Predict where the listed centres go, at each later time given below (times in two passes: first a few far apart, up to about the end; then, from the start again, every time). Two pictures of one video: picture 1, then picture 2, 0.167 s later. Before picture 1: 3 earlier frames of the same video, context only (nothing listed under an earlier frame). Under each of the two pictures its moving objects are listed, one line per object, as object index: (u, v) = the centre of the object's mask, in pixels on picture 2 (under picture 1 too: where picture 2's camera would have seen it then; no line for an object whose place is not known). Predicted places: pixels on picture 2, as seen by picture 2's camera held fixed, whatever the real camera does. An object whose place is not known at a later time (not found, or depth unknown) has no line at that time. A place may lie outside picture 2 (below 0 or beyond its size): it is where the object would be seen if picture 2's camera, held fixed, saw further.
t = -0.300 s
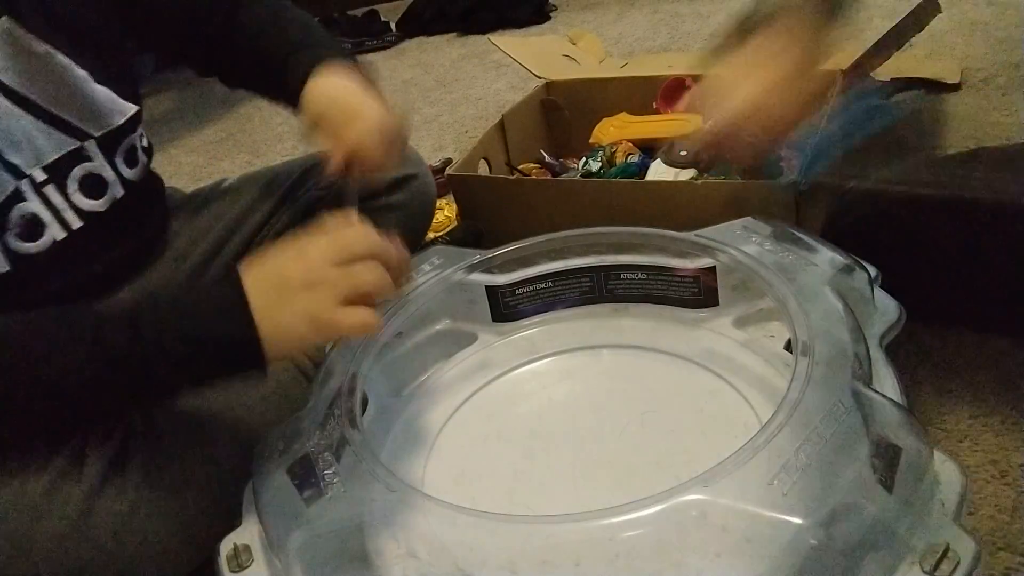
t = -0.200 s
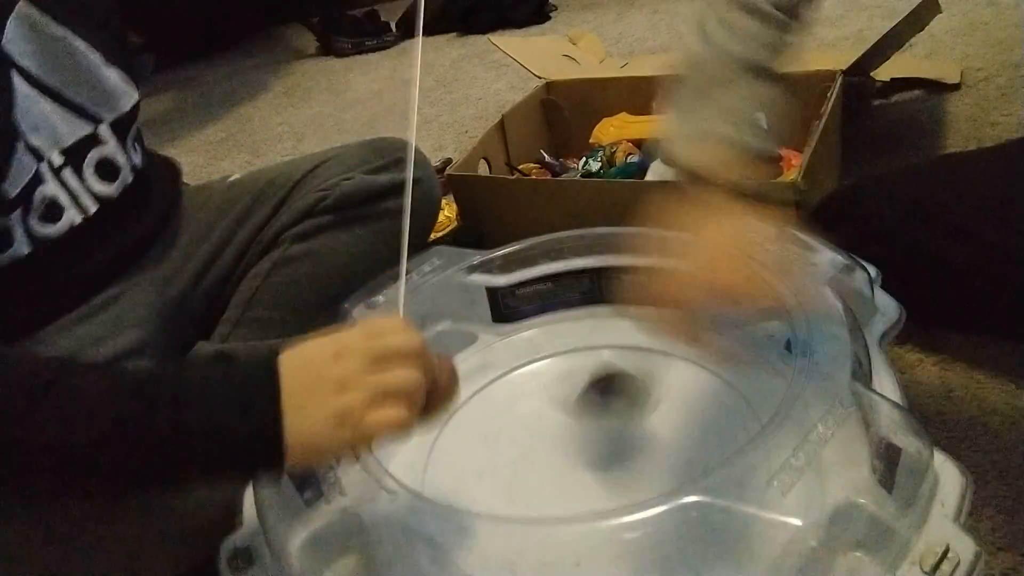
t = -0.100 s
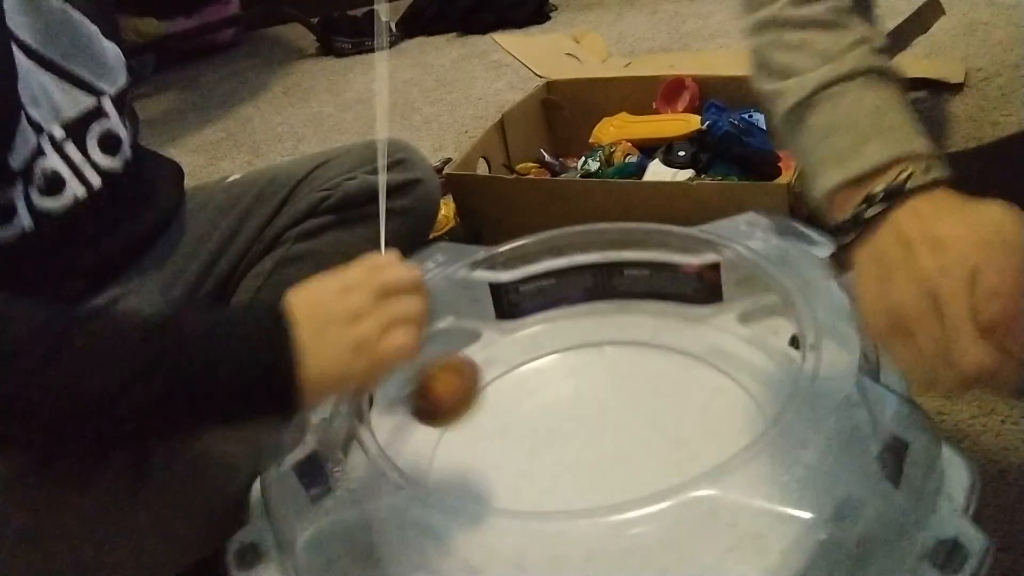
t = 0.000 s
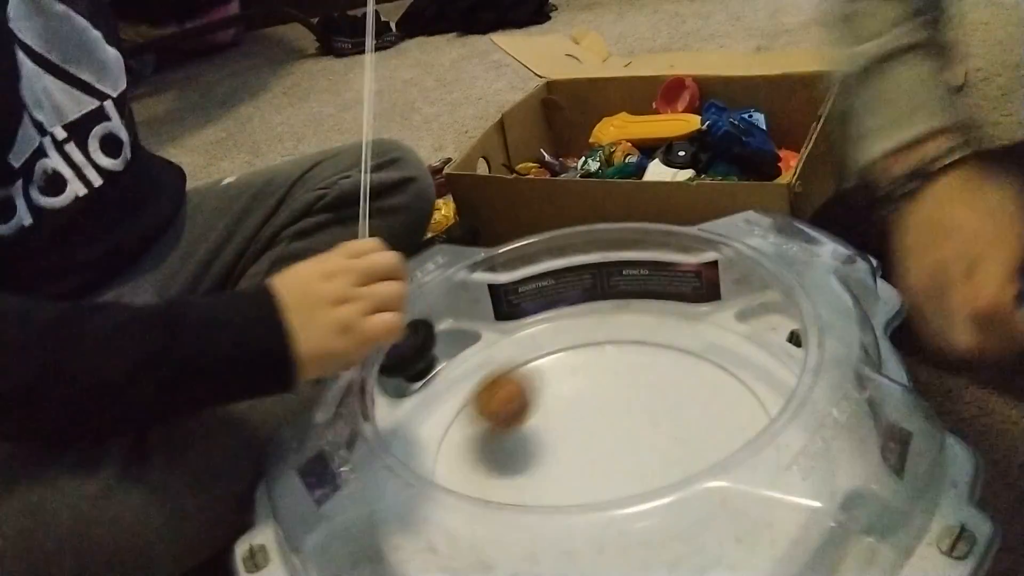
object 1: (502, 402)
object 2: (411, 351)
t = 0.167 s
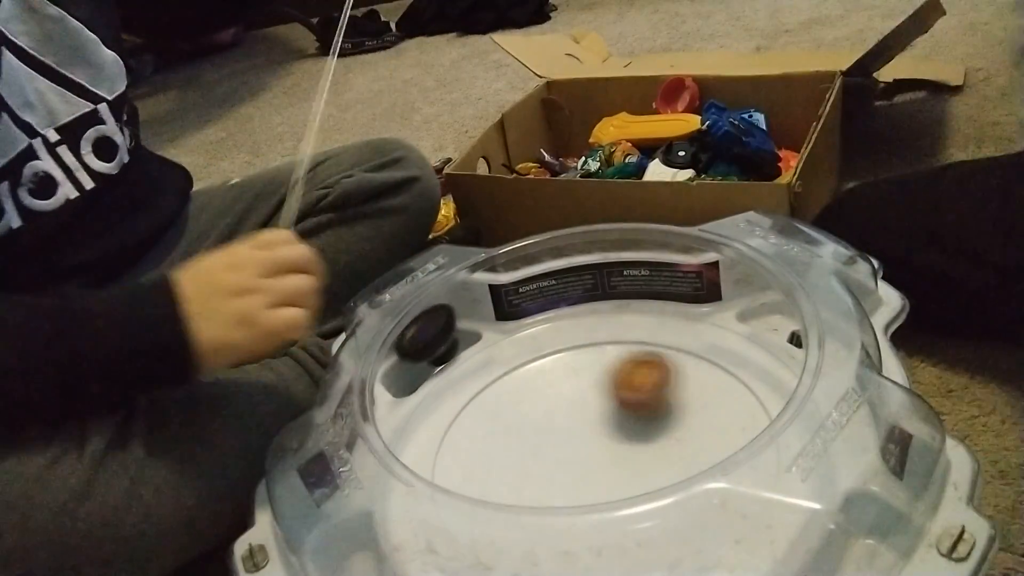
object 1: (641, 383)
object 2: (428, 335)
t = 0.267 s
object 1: (691, 387)
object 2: (442, 326)
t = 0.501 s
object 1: (719, 382)
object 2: (438, 328)
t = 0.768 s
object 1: (654, 422)
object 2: (447, 324)
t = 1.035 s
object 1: (619, 489)
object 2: (438, 328)
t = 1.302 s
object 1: (682, 500)
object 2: (423, 340)
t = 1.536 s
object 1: (663, 433)
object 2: (400, 361)
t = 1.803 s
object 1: (508, 458)
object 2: (427, 348)
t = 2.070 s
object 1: (545, 538)
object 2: (426, 349)
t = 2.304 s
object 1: (699, 489)
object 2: (427, 349)
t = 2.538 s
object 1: (595, 342)
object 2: (426, 349)
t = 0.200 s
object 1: (662, 385)
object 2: (432, 332)
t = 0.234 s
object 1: (679, 386)
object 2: (437, 328)
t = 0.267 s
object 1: (691, 387)
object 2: (442, 326)
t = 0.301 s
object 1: (701, 389)
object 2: (446, 323)
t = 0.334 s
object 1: (708, 389)
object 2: (447, 322)
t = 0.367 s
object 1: (715, 389)
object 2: (445, 324)
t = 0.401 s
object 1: (719, 388)
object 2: (442, 325)
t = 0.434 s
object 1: (720, 385)
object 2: (440, 326)
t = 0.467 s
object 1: (720, 384)
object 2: (439, 328)
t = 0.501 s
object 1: (719, 382)
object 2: (438, 328)
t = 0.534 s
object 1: (715, 382)
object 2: (438, 328)
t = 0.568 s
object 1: (710, 382)
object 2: (437, 329)
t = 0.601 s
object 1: (703, 383)
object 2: (437, 329)
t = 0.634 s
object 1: (695, 387)
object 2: (437, 329)
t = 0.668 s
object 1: (685, 394)
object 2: (438, 328)
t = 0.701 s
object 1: (675, 401)
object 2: (440, 327)
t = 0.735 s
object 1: (665, 411)
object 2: (443, 325)
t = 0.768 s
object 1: (654, 422)
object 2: (447, 324)
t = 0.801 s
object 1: (644, 438)
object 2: (449, 323)
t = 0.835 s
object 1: (637, 452)
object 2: (447, 323)
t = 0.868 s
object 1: (630, 464)
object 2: (445, 324)
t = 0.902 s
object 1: (625, 472)
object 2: (443, 325)
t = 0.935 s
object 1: (622, 479)
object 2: (442, 326)
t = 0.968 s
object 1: (619, 483)
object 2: (440, 327)
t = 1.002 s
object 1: (618, 487)
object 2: (439, 327)
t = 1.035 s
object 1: (619, 489)
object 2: (438, 328)
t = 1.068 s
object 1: (625, 521)
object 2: (437, 328)
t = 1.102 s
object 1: (629, 520)
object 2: (436, 329)
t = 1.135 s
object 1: (637, 525)
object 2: (434, 332)
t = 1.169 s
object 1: (646, 521)
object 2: (433, 331)
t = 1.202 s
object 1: (655, 520)
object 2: (431, 333)
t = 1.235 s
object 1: (664, 515)
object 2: (428, 336)
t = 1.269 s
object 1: (672, 509)
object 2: (426, 337)
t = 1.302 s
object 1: (682, 500)
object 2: (423, 340)
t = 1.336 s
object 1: (691, 490)
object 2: (420, 342)
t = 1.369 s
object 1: (697, 483)
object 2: (416, 346)
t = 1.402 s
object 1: (696, 455)
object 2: (412, 348)
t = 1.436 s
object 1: (698, 448)
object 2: (408, 352)
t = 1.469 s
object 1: (693, 443)
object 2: (404, 356)
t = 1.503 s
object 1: (682, 440)
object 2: (402, 358)
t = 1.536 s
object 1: (663, 433)
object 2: (400, 361)
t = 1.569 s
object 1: (642, 429)
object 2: (399, 363)
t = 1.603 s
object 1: (619, 427)
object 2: (405, 363)
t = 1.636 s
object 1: (596, 429)
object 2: (407, 362)
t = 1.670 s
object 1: (574, 432)
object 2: (407, 360)
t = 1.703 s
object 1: (555, 434)
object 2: (414, 355)
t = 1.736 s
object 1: (537, 441)
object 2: (419, 349)
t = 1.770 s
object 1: (522, 447)
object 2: (426, 350)
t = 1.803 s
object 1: (508, 458)
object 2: (427, 348)
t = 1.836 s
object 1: (499, 465)
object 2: (426, 348)
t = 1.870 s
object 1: (494, 473)
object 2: (426, 349)
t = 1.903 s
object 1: (492, 479)
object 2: (426, 349)
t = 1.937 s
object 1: (497, 482)
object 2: (426, 349)
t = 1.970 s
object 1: (499, 505)
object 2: (426, 349)
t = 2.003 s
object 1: (511, 514)
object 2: (426, 349)
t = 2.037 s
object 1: (525, 530)
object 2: (426, 349)
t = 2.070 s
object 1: (545, 538)
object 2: (426, 349)
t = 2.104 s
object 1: (567, 545)
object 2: (426, 349)
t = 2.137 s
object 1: (593, 547)
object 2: (426, 349)
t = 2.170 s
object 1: (619, 545)
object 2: (426, 349)
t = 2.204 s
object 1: (644, 541)
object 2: (426, 349)
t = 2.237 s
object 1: (669, 530)
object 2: (426, 349)
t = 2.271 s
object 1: (691, 516)
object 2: (427, 349)
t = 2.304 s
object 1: (699, 489)
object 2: (427, 349)
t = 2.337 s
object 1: (697, 449)
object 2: (427, 349)
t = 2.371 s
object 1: (696, 433)
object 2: (427, 349)
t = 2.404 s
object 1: (681, 405)
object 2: (427, 349)
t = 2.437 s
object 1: (661, 384)
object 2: (427, 349)
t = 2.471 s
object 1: (641, 367)
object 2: (426, 349)
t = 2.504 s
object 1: (617, 350)
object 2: (426, 349)
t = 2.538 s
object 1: (595, 342)
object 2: (426, 349)
